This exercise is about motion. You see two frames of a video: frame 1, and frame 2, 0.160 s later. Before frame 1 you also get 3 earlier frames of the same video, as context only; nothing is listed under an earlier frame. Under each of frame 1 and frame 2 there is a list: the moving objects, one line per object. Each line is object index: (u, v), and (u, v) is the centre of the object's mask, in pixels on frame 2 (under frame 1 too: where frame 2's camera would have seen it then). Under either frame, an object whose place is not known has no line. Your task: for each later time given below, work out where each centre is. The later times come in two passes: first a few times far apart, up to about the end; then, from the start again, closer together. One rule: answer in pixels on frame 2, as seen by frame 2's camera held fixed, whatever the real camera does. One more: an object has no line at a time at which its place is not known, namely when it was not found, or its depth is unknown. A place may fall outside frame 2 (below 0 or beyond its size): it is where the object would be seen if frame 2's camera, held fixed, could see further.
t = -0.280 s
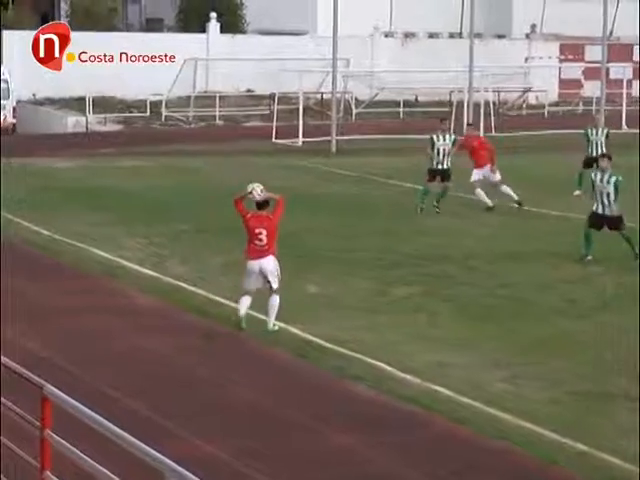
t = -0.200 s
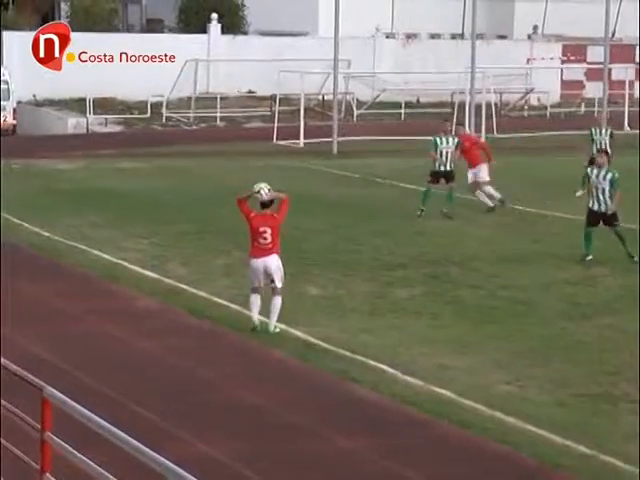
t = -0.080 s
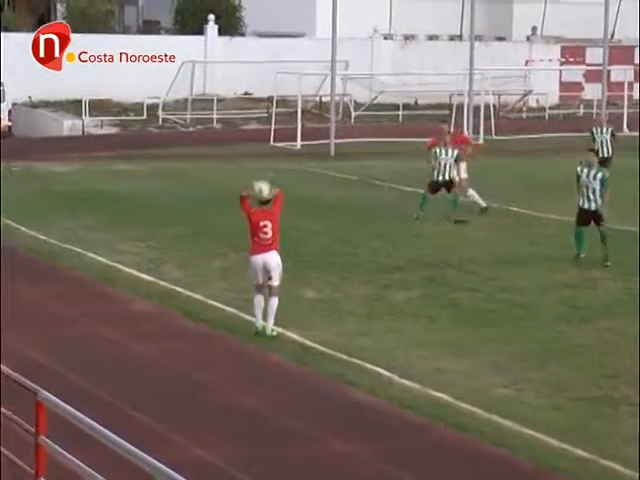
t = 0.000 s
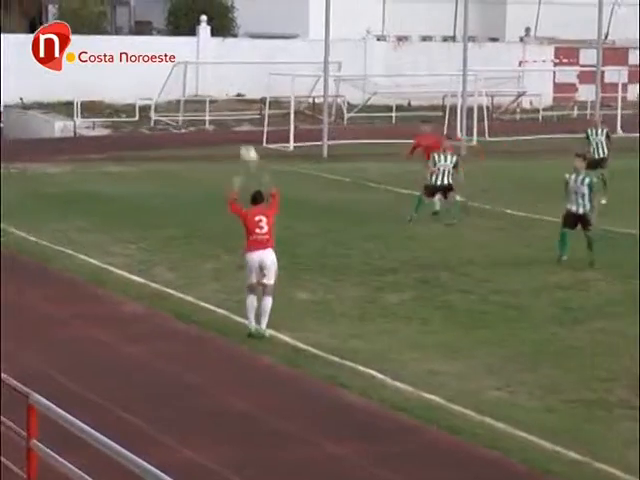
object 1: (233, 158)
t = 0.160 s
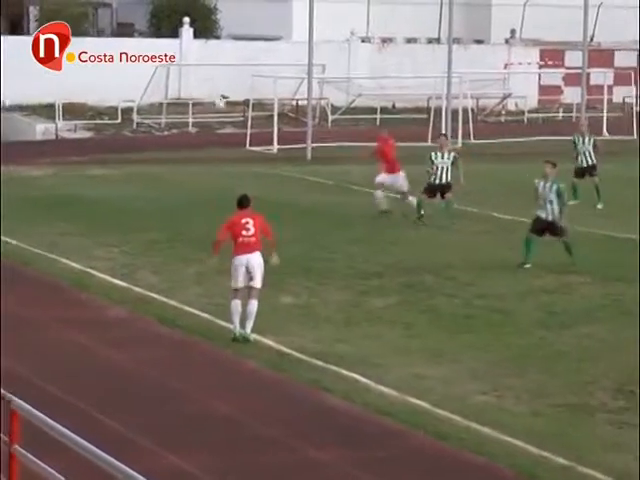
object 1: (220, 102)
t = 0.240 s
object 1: (210, 87)
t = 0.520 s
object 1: (188, 69)
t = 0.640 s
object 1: (179, 78)
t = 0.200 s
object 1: (211, 94)
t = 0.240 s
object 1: (210, 87)
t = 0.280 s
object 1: (206, 81)
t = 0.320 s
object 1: (203, 75)
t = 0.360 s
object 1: (199, 72)
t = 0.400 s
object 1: (197, 69)
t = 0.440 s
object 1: (194, 68)
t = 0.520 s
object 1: (188, 69)
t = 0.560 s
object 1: (185, 71)
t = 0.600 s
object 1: (182, 73)
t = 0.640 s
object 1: (179, 78)
